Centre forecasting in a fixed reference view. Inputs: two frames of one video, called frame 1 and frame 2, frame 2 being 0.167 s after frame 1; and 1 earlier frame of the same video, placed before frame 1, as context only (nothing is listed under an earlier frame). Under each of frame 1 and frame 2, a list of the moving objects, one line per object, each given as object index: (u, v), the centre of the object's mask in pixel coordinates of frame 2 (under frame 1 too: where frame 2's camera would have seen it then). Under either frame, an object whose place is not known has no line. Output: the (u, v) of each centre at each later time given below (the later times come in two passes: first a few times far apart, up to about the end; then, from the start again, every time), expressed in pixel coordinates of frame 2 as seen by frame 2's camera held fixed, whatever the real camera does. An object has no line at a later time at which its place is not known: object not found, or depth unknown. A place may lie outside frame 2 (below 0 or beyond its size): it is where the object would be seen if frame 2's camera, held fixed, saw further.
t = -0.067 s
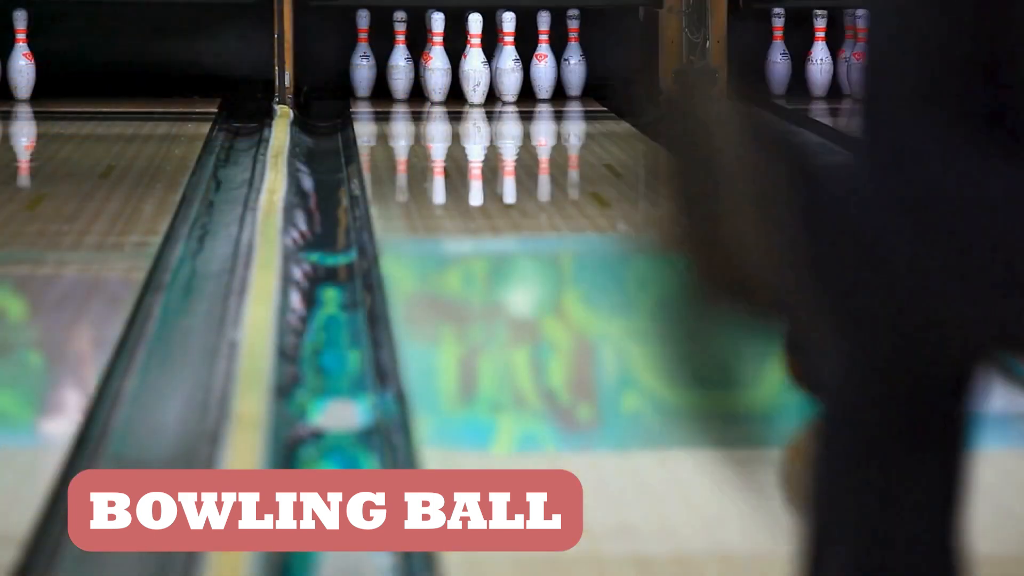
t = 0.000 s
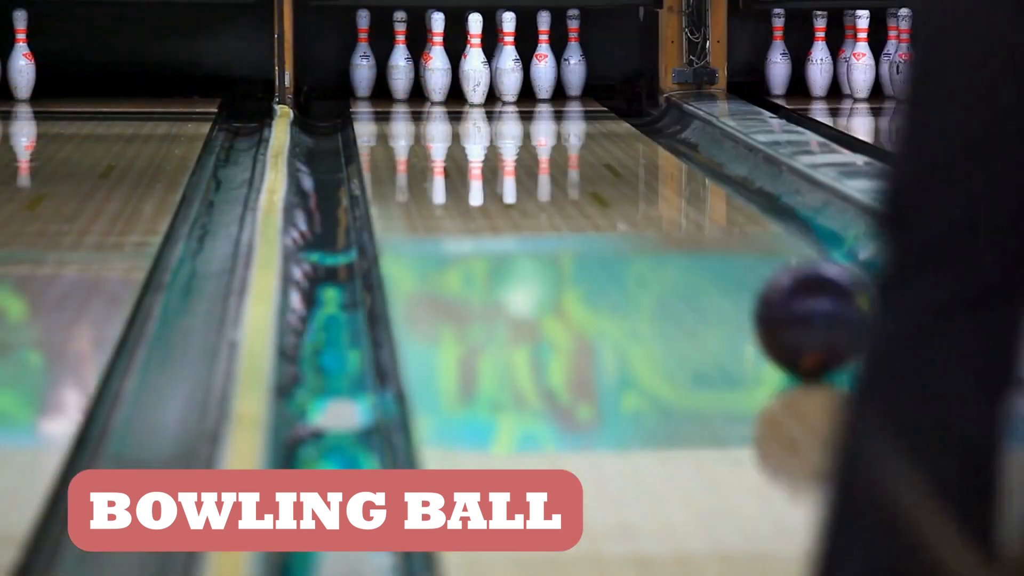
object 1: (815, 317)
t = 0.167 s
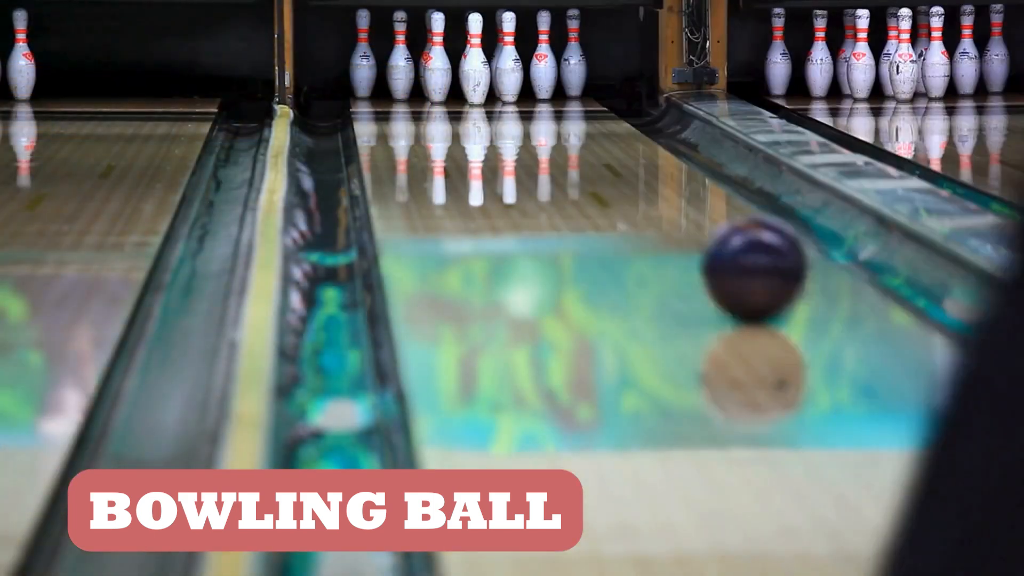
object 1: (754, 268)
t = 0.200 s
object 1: (744, 260)
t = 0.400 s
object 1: (691, 216)
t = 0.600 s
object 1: (650, 180)
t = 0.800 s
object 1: (616, 154)
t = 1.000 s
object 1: (587, 134)
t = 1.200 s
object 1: (559, 115)
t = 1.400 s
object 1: (532, 100)
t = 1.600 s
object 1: (506, 88)
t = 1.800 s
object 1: (490, 78)
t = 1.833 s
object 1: (485, 77)
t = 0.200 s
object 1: (744, 260)
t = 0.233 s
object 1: (734, 251)
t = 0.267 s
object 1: (725, 243)
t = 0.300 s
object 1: (715, 236)
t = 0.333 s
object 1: (707, 229)
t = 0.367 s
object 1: (699, 223)
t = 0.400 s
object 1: (691, 216)
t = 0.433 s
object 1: (683, 210)
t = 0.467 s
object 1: (676, 204)
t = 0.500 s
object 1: (670, 198)
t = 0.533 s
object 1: (664, 192)
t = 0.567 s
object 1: (657, 187)
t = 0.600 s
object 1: (650, 180)
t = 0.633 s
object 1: (644, 176)
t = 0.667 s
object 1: (638, 171)
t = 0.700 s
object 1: (632, 167)
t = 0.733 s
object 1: (626, 163)
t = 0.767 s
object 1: (621, 158)
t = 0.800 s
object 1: (616, 154)
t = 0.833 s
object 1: (611, 151)
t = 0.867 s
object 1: (606, 147)
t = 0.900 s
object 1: (601, 144)
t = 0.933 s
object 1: (596, 140)
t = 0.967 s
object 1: (591, 137)
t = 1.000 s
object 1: (587, 134)
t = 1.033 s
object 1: (582, 130)
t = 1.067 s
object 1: (577, 127)
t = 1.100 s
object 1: (572, 124)
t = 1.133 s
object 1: (567, 121)
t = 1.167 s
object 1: (563, 118)
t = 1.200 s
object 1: (559, 115)
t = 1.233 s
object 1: (554, 113)
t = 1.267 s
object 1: (550, 110)
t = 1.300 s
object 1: (545, 108)
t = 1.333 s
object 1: (541, 105)
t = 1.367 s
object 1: (536, 102)
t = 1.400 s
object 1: (532, 100)
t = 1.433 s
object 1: (528, 98)
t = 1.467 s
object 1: (523, 96)
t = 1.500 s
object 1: (520, 94)
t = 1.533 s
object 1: (515, 92)
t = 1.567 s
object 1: (511, 90)
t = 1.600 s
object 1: (506, 88)
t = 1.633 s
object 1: (503, 86)
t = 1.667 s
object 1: (498, 84)
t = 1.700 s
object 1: (493, 82)
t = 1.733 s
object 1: (490, 80)
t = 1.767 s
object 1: (491, 79)
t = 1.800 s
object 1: (490, 78)
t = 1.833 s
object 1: (485, 77)
